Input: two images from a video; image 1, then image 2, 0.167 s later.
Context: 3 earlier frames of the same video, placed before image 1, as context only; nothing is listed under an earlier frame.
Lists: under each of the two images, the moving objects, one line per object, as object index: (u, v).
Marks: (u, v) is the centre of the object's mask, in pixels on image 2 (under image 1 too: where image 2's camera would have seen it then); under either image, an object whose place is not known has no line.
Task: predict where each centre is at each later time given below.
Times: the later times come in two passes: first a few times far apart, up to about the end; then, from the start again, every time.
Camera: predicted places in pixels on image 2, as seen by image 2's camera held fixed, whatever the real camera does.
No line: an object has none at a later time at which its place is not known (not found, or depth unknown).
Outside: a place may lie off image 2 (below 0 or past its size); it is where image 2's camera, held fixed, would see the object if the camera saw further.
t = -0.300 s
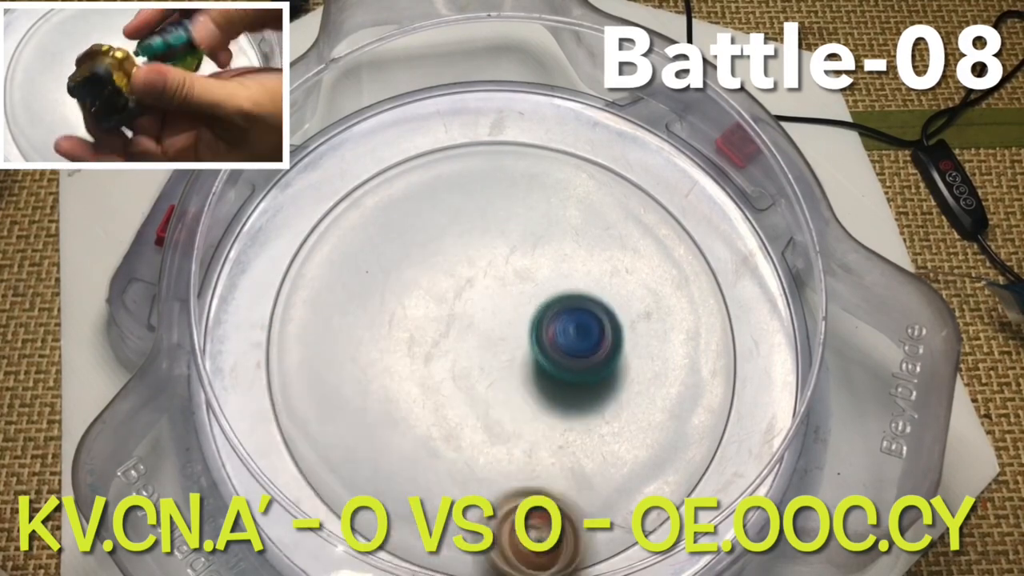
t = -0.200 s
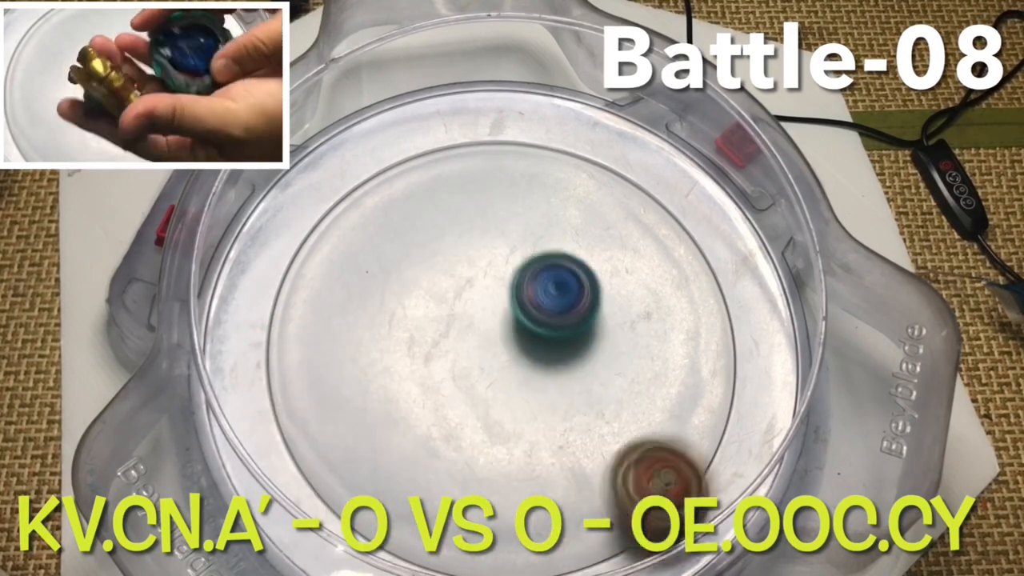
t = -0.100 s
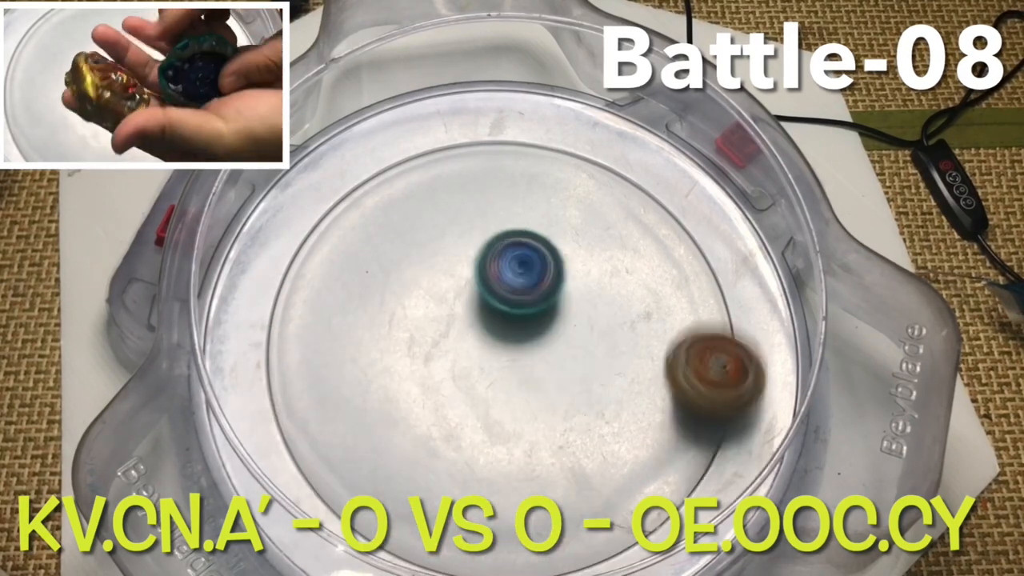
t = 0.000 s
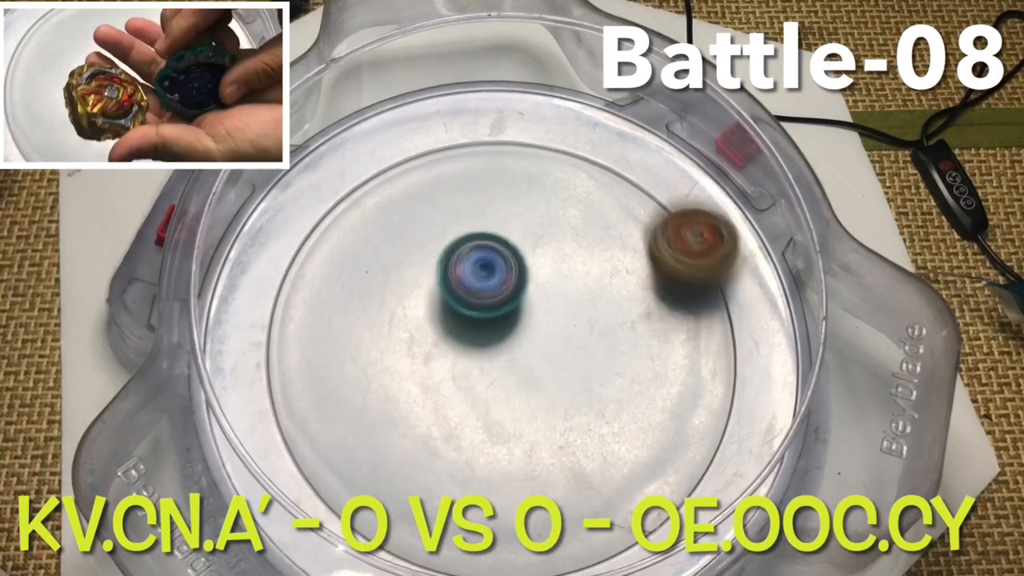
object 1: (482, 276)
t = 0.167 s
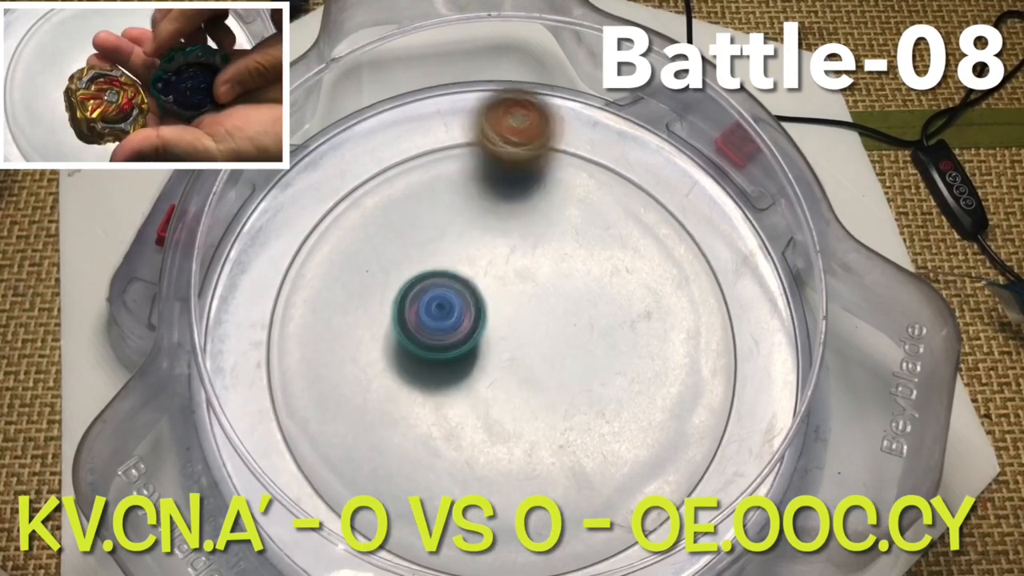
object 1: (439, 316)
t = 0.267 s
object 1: (439, 351)
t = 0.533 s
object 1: (551, 384)
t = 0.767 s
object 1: (560, 314)
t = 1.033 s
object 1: (484, 270)
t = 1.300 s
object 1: (465, 365)
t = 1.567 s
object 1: (567, 396)
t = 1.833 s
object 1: (565, 307)
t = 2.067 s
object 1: (499, 288)
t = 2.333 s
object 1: (465, 395)
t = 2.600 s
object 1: (551, 410)
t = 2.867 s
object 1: (577, 308)
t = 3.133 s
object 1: (457, 299)
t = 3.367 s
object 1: (433, 390)
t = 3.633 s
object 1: (549, 416)
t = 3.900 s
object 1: (559, 297)
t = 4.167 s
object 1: (438, 286)
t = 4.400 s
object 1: (415, 386)
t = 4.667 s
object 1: (544, 409)
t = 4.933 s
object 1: (534, 257)
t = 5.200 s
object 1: (415, 277)
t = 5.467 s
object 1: (470, 414)
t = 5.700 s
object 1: (605, 367)
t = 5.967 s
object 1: (556, 234)
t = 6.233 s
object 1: (420, 307)
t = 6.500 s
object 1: (513, 430)
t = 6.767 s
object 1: (625, 344)
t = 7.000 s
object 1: (530, 260)
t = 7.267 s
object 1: (431, 357)
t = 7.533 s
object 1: (536, 428)
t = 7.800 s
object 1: (566, 322)
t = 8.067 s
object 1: (455, 316)
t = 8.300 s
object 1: (467, 397)
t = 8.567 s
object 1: (526, 353)
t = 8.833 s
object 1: (484, 333)
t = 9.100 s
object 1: (491, 347)
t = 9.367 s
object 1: (496, 341)
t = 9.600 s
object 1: (504, 323)
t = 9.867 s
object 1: (505, 350)
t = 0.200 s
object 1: (435, 327)
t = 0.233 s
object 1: (435, 339)
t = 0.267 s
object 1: (439, 351)
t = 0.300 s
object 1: (446, 362)
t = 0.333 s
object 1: (456, 373)
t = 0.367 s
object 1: (469, 382)
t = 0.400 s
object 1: (485, 388)
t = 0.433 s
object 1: (502, 391)
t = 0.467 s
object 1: (520, 392)
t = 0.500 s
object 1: (537, 389)
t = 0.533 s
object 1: (551, 384)
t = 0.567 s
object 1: (562, 377)
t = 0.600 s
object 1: (569, 368)
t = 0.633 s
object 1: (572, 358)
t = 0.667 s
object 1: (572, 346)
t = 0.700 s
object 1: (570, 335)
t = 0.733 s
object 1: (566, 323)
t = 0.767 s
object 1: (560, 314)
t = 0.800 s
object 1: (553, 304)
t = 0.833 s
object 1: (545, 293)
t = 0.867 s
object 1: (536, 285)
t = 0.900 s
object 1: (526, 277)
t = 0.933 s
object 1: (516, 271)
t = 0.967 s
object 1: (505, 268)
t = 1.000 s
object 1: (494, 267)
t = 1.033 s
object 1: (484, 270)
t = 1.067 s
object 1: (476, 275)
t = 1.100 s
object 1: (469, 282)
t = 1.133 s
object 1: (463, 292)
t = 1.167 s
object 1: (458, 304)
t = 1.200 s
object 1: (455, 319)
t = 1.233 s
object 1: (455, 334)
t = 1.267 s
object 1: (458, 350)
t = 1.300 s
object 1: (465, 365)
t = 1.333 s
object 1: (475, 380)
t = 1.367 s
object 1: (488, 392)
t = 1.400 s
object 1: (504, 401)
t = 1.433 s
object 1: (519, 407)
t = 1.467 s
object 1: (533, 409)
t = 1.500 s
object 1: (547, 408)
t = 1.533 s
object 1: (558, 403)
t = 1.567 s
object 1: (567, 396)
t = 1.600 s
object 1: (572, 388)
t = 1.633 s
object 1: (576, 378)
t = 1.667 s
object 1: (577, 367)
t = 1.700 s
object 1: (579, 354)
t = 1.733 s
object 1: (579, 341)
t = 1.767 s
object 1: (576, 329)
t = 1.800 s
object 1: (571, 317)
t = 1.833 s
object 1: (565, 307)
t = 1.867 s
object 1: (558, 298)
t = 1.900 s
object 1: (549, 290)
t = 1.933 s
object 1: (541, 285)
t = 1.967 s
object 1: (531, 281)
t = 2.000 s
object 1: (521, 281)
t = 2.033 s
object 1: (510, 283)
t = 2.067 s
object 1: (499, 288)
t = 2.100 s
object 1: (488, 296)
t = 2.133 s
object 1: (478, 306)
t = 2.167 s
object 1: (469, 319)
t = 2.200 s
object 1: (462, 333)
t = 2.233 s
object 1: (458, 349)
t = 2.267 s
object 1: (457, 366)
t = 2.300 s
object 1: (460, 381)
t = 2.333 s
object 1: (465, 395)
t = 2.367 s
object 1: (472, 407)
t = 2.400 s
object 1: (482, 416)
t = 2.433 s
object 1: (494, 424)
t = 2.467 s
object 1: (506, 427)
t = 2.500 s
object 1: (518, 427)
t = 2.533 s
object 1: (529, 424)
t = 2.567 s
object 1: (540, 418)
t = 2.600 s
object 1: (551, 410)
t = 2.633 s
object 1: (563, 399)
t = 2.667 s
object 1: (573, 388)
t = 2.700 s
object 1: (581, 376)
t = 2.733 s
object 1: (587, 362)
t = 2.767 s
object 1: (589, 347)
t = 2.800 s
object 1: (589, 332)
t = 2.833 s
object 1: (585, 319)
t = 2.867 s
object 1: (577, 308)
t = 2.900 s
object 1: (566, 297)
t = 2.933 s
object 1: (553, 289)
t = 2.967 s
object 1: (538, 283)
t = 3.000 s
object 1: (522, 280)
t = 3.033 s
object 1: (505, 280)
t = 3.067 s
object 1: (488, 283)
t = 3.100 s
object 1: (472, 289)
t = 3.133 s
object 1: (457, 299)
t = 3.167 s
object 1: (444, 310)
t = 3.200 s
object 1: (435, 322)
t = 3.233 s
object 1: (428, 335)
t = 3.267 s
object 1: (424, 350)
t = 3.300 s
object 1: (423, 365)
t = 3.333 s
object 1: (427, 379)
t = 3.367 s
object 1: (433, 390)
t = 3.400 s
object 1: (443, 403)
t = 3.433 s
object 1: (456, 413)
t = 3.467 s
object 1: (471, 421)
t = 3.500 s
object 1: (487, 426)
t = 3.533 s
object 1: (503, 429)
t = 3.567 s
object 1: (520, 428)
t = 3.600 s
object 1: (535, 424)
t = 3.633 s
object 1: (549, 416)
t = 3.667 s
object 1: (562, 406)
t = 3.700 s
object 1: (572, 393)
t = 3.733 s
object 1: (578, 377)
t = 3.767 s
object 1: (581, 361)
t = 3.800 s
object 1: (581, 344)
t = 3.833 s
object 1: (577, 328)
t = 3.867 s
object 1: (570, 312)
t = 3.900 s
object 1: (559, 297)
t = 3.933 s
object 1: (546, 286)
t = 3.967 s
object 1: (533, 277)
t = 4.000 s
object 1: (518, 271)
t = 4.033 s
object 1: (502, 268)
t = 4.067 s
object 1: (486, 268)
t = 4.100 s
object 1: (468, 271)
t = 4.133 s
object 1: (453, 277)
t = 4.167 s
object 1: (438, 286)
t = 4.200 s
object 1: (425, 298)
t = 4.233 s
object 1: (415, 311)
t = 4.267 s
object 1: (408, 325)
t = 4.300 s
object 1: (405, 340)
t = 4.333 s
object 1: (405, 355)
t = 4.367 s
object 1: (408, 371)
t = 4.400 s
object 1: (415, 386)
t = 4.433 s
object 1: (427, 400)
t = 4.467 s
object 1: (440, 412)
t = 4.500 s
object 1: (457, 420)
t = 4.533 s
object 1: (475, 425)
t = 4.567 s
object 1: (494, 427)
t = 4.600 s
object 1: (512, 424)
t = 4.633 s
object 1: (529, 418)
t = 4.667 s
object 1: (544, 409)
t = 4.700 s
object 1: (556, 390)
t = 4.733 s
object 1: (562, 371)
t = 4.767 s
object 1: (565, 349)
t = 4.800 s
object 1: (566, 328)
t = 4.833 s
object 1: (562, 306)
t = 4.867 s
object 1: (557, 288)
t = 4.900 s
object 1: (546, 271)
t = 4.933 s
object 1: (534, 257)
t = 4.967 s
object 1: (521, 247)
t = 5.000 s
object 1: (506, 240)
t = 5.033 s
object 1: (491, 238)
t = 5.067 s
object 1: (475, 239)
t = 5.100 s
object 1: (459, 243)
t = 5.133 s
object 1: (444, 251)
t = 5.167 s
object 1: (429, 262)
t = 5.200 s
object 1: (415, 277)
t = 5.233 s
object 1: (405, 293)
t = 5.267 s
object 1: (400, 314)
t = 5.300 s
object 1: (399, 333)
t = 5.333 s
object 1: (405, 354)
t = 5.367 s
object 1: (415, 374)
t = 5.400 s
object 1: (431, 391)
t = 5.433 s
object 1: (450, 405)
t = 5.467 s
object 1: (470, 414)
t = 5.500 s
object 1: (493, 419)
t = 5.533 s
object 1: (516, 420)
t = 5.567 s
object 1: (538, 418)
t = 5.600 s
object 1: (559, 408)
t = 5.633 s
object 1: (578, 397)
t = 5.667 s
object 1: (594, 382)
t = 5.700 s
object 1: (605, 367)
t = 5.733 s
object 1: (613, 347)
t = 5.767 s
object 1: (617, 328)
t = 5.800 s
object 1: (616, 307)
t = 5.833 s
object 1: (611, 289)
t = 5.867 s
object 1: (603, 272)
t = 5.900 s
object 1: (591, 255)
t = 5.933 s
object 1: (575, 242)
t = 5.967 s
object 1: (556, 234)
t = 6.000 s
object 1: (536, 229)
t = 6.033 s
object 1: (515, 228)
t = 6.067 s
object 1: (494, 233)
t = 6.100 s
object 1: (474, 240)
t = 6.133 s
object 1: (456, 252)
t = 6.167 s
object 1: (441, 267)
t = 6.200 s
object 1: (428, 285)
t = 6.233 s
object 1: (420, 307)
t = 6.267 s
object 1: (416, 328)
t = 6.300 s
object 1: (419, 348)
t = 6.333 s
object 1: (426, 369)
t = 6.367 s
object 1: (438, 387)
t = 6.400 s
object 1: (453, 403)
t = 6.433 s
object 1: (471, 417)
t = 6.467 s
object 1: (491, 425)
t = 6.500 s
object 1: (513, 430)
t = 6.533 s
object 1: (534, 431)
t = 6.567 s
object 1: (556, 428)
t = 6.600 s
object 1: (576, 421)
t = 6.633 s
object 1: (593, 410)
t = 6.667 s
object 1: (607, 397)
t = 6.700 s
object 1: (617, 381)
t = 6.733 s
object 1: (623, 364)
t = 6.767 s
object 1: (625, 344)
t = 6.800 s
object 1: (623, 325)
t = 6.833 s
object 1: (615, 306)
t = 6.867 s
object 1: (603, 291)
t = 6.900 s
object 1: (588, 278)
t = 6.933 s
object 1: (570, 268)
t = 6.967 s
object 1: (550, 262)
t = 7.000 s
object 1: (530, 260)
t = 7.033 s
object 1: (511, 262)
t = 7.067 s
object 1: (492, 268)
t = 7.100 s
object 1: (476, 277)
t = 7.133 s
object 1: (460, 289)
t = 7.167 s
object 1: (447, 304)
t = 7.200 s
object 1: (437, 321)
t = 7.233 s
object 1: (431, 339)
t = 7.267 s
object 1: (431, 357)
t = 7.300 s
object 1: (433, 375)
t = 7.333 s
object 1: (441, 392)
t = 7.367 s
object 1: (451, 407)
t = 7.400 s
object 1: (465, 419)
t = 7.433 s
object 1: (482, 427)
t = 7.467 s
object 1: (500, 432)
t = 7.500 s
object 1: (519, 431)
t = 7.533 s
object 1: (536, 428)
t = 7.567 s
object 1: (553, 421)
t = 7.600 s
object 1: (566, 411)
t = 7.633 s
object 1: (577, 397)
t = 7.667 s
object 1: (583, 382)
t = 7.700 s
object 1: (585, 366)
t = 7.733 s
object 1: (583, 350)
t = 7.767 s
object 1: (576, 335)
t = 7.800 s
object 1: (566, 322)
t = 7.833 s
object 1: (554, 312)
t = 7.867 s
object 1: (540, 304)
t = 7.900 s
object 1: (525, 299)
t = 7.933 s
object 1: (509, 297)
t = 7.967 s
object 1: (494, 297)
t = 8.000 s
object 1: (479, 301)
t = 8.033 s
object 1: (466, 307)
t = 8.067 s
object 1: (455, 316)
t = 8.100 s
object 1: (447, 327)
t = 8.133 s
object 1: (441, 340)
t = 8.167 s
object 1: (440, 353)
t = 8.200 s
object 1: (442, 366)
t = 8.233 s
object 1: (448, 379)
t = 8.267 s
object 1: (456, 389)
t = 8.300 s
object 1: (467, 397)
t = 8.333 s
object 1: (479, 400)
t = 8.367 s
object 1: (490, 400)
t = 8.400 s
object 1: (501, 396)
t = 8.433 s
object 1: (510, 390)
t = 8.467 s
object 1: (517, 382)
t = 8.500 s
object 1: (523, 372)
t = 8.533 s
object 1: (526, 362)
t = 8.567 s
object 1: (526, 353)
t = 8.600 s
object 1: (525, 345)
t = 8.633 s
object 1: (521, 339)
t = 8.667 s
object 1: (515, 334)
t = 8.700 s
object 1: (509, 330)
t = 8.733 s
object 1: (502, 328)
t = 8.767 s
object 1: (494, 329)
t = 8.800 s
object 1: (488, 330)
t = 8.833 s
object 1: (484, 333)
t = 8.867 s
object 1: (481, 335)
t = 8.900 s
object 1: (480, 338)
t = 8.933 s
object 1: (480, 340)
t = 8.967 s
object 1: (481, 342)
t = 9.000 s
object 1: (483, 344)
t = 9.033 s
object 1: (486, 345)
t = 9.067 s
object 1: (488, 346)
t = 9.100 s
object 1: (491, 347)
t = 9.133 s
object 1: (494, 348)
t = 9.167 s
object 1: (496, 348)
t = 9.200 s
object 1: (497, 348)
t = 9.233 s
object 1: (498, 347)
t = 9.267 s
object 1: (498, 347)
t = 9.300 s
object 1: (498, 345)
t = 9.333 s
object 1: (497, 344)
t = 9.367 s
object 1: (496, 341)
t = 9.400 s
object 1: (496, 338)
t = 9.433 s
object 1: (495, 335)
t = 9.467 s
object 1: (496, 331)
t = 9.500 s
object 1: (497, 329)
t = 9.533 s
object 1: (498, 326)
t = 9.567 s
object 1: (501, 324)
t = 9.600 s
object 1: (504, 323)
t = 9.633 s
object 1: (507, 324)
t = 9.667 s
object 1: (510, 326)
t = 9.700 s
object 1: (513, 329)
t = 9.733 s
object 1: (514, 333)
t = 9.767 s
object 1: (514, 338)
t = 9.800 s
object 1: (513, 343)
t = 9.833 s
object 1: (510, 347)
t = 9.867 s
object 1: (505, 350)
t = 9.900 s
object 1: (501, 350)
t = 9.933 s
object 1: (498, 349)
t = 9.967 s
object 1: (496, 346)
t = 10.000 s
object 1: (498, 343)
